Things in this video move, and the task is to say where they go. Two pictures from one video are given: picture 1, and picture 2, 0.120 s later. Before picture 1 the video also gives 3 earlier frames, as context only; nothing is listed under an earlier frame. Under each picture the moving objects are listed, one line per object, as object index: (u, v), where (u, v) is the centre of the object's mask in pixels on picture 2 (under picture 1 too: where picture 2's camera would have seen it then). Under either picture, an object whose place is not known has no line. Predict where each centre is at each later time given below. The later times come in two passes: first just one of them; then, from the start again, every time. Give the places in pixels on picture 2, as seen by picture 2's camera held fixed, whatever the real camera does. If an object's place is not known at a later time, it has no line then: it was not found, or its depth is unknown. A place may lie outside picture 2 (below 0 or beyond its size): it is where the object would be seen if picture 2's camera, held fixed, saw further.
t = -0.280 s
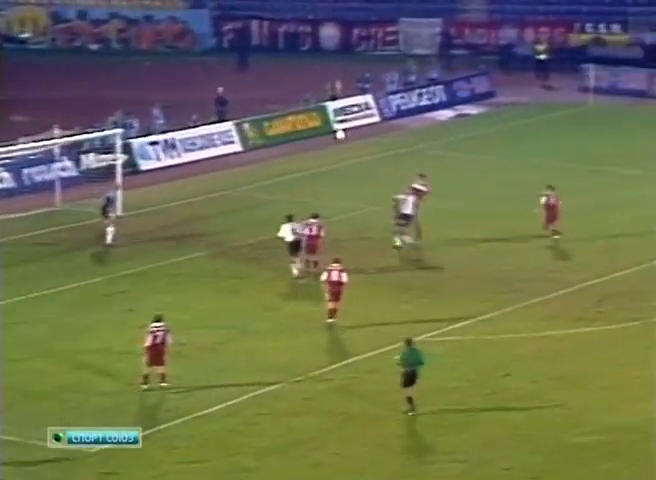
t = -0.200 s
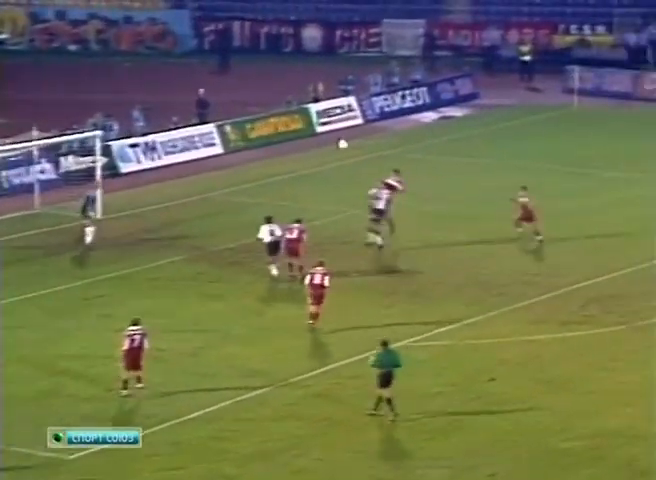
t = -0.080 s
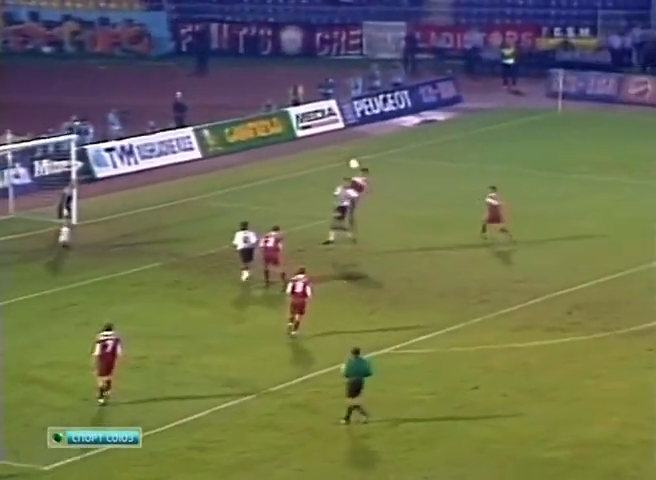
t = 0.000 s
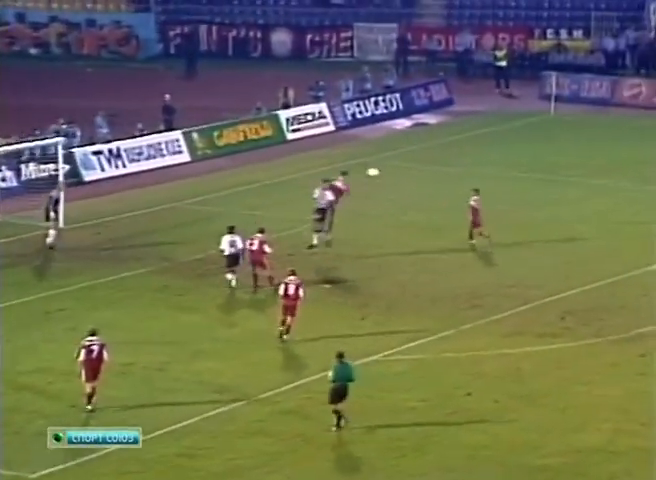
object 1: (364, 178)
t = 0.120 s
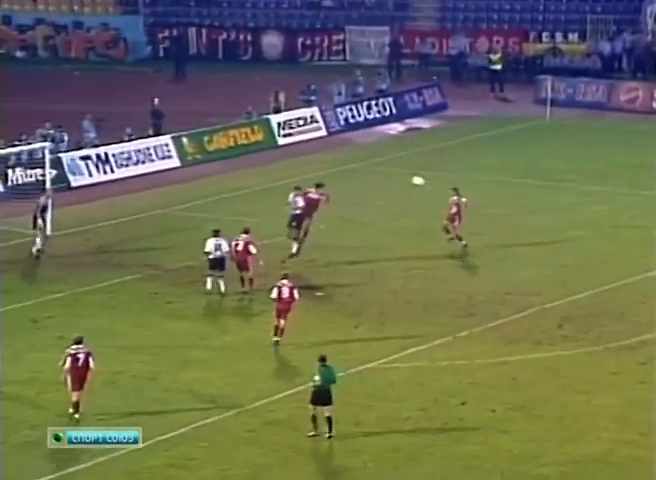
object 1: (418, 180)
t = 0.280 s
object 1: (485, 194)
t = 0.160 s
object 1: (434, 183)
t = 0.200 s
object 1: (451, 185)
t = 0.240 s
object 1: (468, 189)
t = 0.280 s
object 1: (485, 194)
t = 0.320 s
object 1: (501, 199)
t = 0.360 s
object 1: (517, 205)
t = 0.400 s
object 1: (531, 211)
